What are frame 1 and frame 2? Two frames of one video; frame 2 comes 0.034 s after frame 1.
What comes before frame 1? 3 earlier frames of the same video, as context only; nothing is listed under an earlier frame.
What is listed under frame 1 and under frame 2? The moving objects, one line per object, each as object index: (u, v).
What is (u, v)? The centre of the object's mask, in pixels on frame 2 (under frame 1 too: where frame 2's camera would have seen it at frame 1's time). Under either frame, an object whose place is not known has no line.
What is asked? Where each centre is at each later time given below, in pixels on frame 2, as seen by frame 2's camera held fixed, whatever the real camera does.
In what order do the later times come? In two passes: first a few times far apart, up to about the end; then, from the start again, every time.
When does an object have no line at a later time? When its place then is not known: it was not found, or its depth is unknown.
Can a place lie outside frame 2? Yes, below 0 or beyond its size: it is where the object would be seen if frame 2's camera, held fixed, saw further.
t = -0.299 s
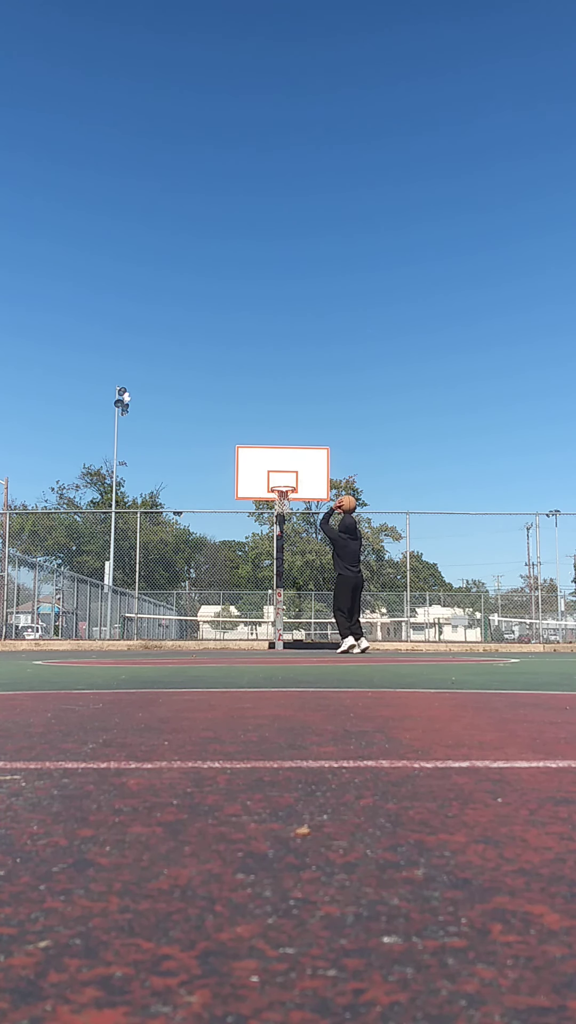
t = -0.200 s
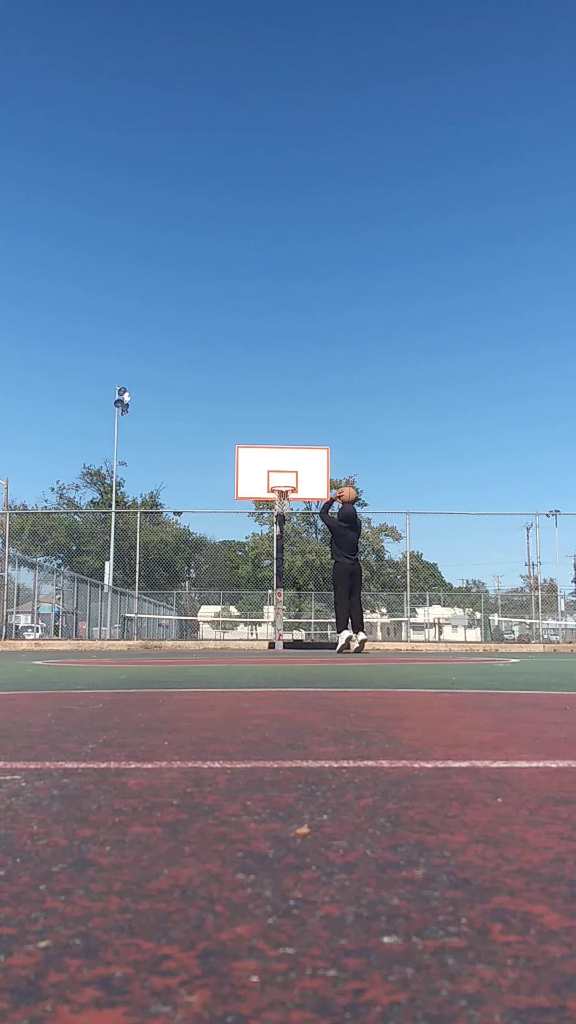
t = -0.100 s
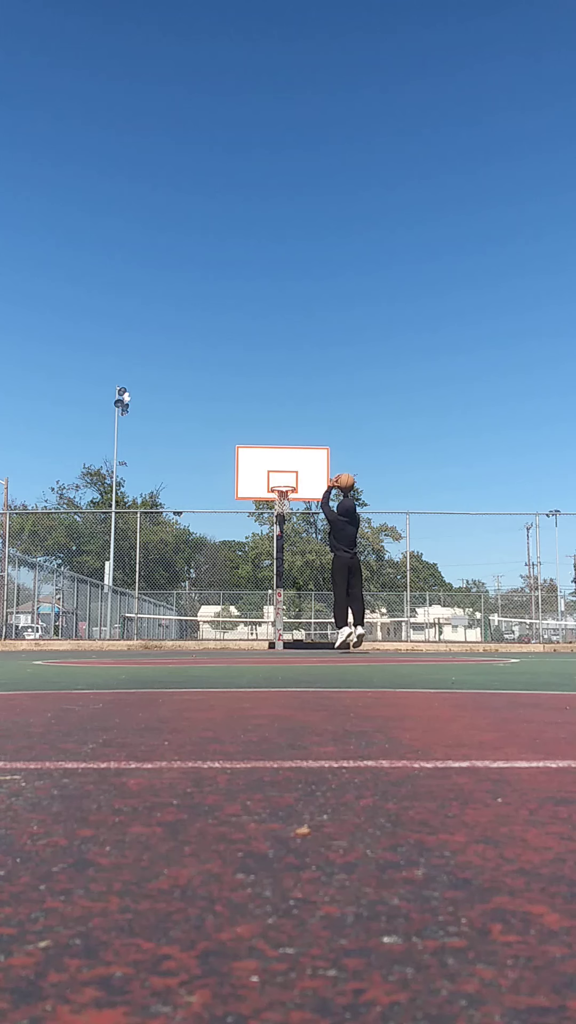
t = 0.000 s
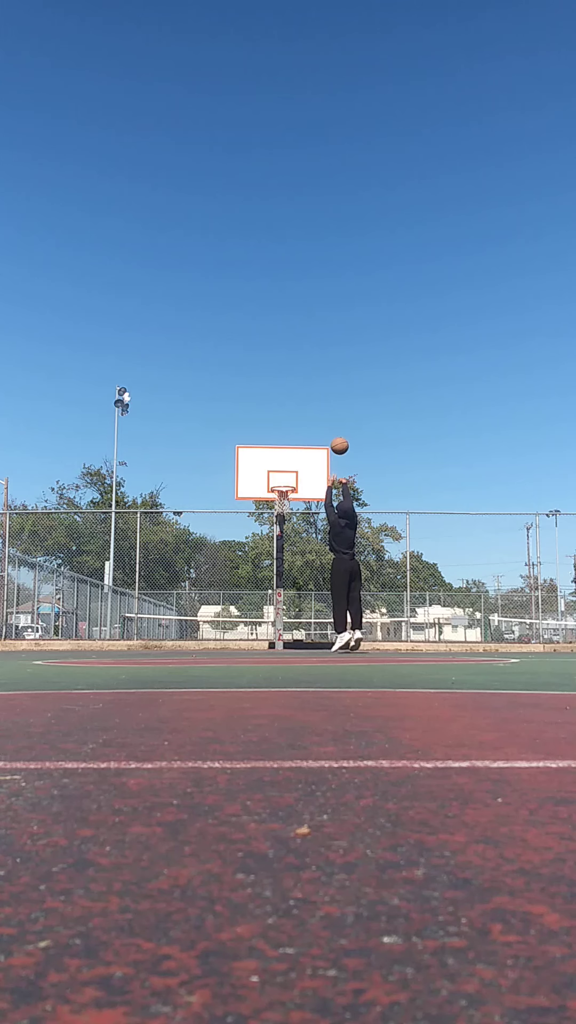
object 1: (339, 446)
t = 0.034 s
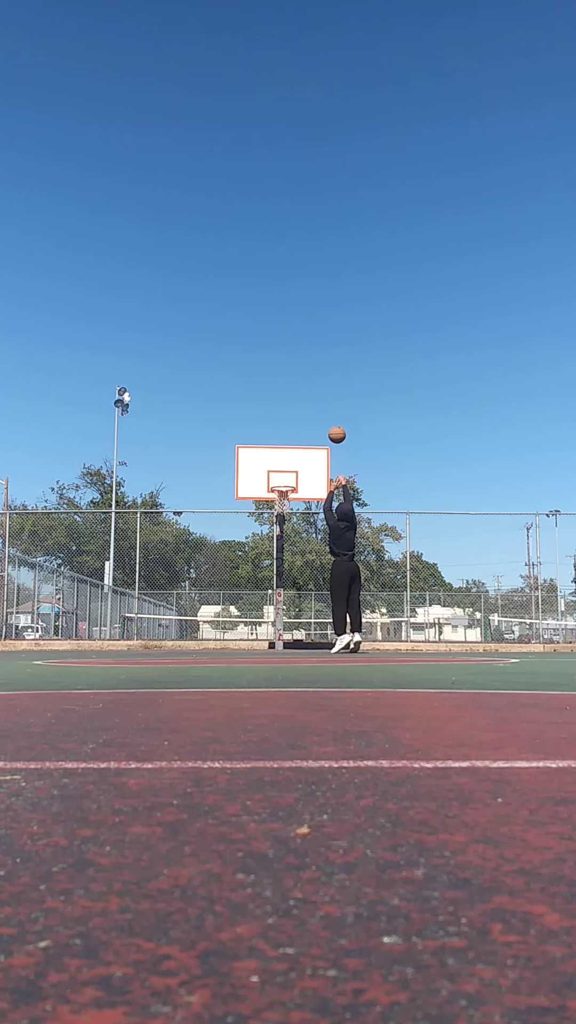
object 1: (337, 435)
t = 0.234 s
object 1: (323, 390)
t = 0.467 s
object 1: (311, 376)
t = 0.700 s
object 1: (302, 395)
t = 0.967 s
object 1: (294, 445)
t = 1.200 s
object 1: (285, 480)
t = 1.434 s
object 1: (275, 467)
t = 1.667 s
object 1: (264, 482)
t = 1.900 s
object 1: (252, 527)
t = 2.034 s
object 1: (244, 569)
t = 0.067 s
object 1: (334, 425)
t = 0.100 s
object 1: (332, 416)
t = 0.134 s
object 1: (329, 408)
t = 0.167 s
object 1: (327, 401)
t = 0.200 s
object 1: (325, 395)
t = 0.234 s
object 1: (323, 390)
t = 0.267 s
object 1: (321, 386)
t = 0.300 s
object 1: (319, 382)
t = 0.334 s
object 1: (317, 380)
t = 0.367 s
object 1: (316, 378)
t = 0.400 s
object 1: (314, 376)
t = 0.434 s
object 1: (312, 376)
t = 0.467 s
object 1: (311, 376)
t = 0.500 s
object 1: (310, 377)
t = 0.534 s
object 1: (308, 379)
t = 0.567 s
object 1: (307, 381)
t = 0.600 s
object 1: (306, 384)
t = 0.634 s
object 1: (305, 387)
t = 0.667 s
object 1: (303, 391)
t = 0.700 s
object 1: (302, 395)
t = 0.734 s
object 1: (301, 400)
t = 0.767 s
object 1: (300, 405)
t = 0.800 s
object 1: (299, 410)
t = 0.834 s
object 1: (298, 417)
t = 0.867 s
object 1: (297, 423)
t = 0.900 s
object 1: (296, 430)
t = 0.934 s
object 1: (295, 438)
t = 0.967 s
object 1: (294, 445)
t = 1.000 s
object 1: (293, 454)
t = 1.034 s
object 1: (292, 463)
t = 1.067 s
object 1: (292, 472)
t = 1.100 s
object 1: (291, 481)
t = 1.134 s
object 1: (289, 481)
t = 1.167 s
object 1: (287, 480)
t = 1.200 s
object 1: (285, 480)
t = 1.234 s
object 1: (284, 478)
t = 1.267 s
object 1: (282, 474)
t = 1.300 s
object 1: (281, 472)
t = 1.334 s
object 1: (279, 470)
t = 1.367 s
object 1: (278, 469)
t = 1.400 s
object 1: (276, 468)
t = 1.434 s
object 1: (275, 467)
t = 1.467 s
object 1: (273, 468)
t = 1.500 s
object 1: (272, 469)
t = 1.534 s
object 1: (270, 470)
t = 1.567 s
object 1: (268, 472)
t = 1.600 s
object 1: (267, 475)
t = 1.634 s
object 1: (265, 478)
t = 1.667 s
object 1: (264, 482)
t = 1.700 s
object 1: (262, 486)
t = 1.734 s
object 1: (260, 492)
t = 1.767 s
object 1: (259, 498)
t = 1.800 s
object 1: (257, 504)
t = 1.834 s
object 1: (256, 511)
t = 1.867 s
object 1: (254, 519)
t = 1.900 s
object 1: (252, 527)
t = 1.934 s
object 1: (250, 537)
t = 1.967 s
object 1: (248, 546)
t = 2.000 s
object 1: (246, 557)
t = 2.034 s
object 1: (244, 569)
